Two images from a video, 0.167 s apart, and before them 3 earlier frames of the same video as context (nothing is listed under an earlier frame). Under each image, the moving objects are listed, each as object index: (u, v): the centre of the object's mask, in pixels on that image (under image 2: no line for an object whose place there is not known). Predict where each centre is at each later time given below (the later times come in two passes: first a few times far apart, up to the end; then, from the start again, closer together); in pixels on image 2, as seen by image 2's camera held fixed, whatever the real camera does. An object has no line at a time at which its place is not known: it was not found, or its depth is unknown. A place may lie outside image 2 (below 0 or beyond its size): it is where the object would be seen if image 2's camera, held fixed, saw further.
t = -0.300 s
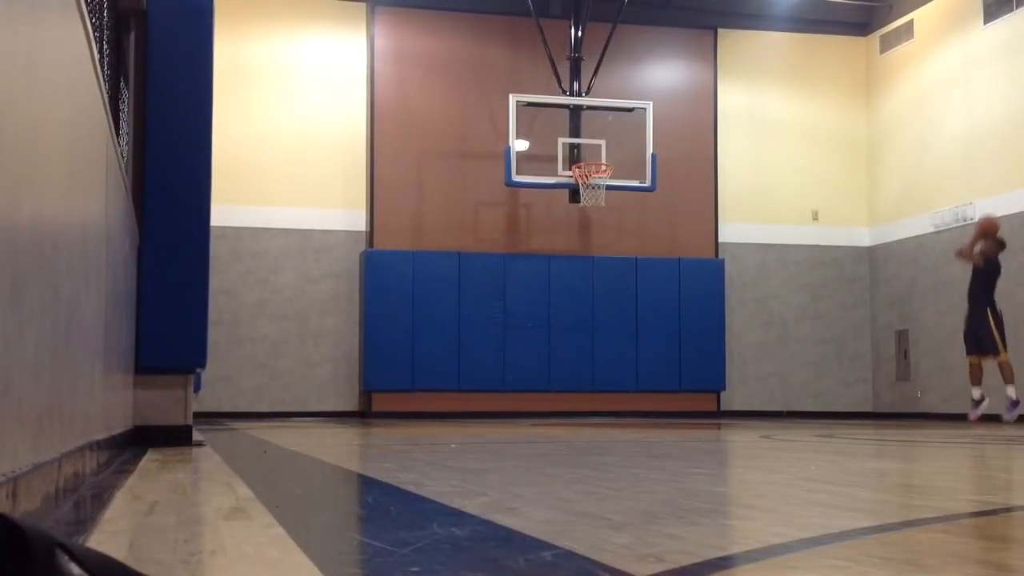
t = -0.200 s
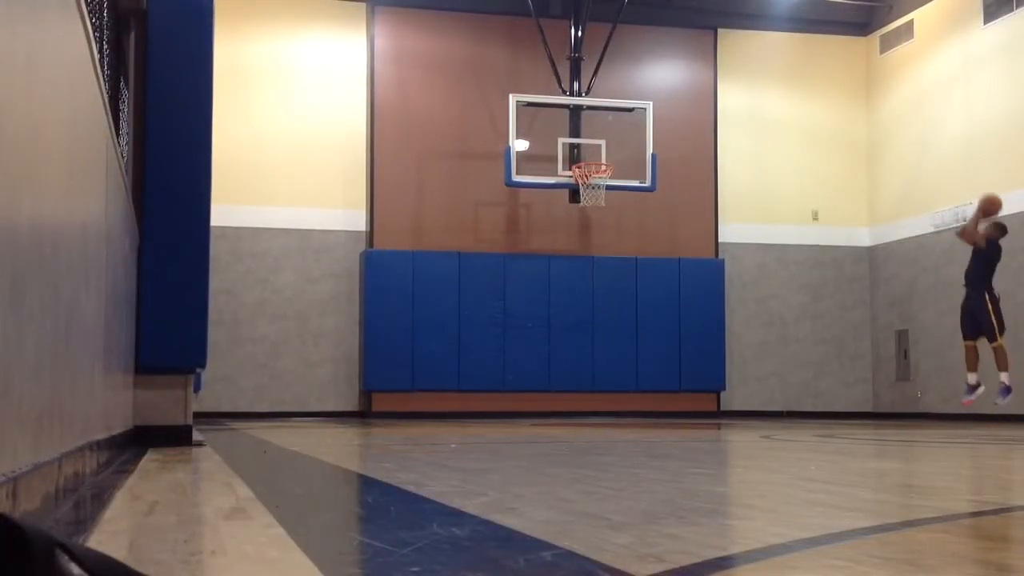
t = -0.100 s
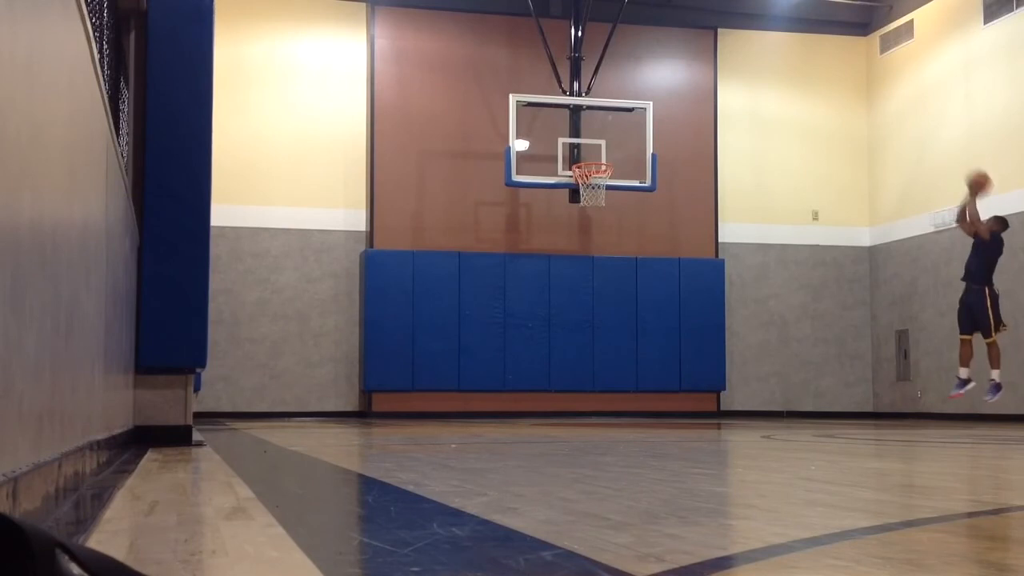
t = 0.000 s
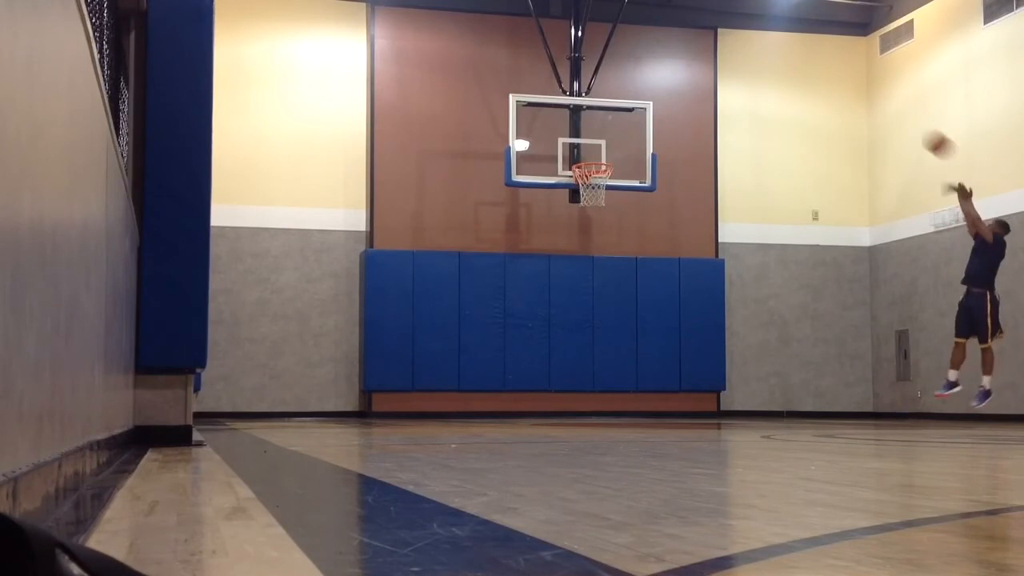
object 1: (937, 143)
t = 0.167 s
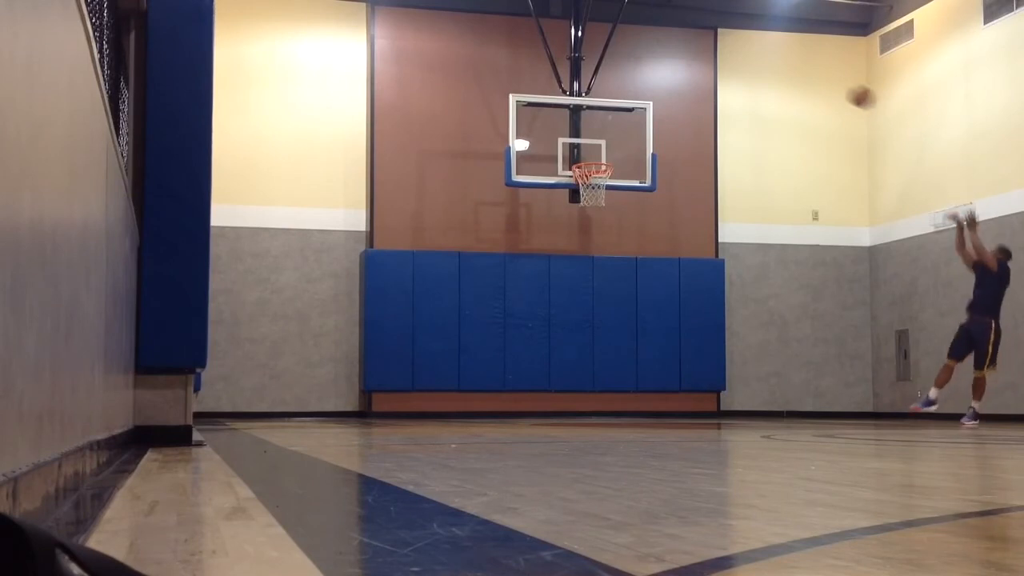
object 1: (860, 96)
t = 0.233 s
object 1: (832, 85)
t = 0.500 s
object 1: (722, 78)
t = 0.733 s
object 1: (631, 120)
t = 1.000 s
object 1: (603, 180)
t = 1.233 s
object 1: (597, 200)
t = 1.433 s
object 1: (586, 239)
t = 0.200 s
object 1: (846, 90)
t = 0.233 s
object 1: (832, 85)
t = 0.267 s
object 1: (817, 81)
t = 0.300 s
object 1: (803, 77)
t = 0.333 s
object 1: (788, 74)
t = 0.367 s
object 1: (774, 73)
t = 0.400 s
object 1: (761, 73)
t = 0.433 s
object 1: (748, 74)
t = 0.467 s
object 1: (734, 75)
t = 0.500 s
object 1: (722, 78)
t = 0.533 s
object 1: (707, 81)
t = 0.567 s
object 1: (694, 86)
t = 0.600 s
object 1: (681, 91)
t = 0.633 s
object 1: (669, 96)
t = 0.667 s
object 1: (658, 103)
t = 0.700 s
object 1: (641, 113)
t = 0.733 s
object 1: (631, 120)
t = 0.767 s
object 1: (619, 130)
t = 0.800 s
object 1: (608, 139)
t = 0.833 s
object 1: (594, 151)
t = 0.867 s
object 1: (583, 158)
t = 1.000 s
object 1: (603, 180)
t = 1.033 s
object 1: (603, 186)
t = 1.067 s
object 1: (604, 189)
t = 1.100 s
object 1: (604, 193)
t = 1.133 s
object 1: (603, 195)
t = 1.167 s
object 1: (601, 196)
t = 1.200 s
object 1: (598, 198)
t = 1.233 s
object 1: (597, 200)
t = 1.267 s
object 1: (595, 206)
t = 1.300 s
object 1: (593, 210)
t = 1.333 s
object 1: (591, 216)
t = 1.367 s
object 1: (589, 223)
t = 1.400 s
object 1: (588, 230)
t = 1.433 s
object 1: (586, 239)
